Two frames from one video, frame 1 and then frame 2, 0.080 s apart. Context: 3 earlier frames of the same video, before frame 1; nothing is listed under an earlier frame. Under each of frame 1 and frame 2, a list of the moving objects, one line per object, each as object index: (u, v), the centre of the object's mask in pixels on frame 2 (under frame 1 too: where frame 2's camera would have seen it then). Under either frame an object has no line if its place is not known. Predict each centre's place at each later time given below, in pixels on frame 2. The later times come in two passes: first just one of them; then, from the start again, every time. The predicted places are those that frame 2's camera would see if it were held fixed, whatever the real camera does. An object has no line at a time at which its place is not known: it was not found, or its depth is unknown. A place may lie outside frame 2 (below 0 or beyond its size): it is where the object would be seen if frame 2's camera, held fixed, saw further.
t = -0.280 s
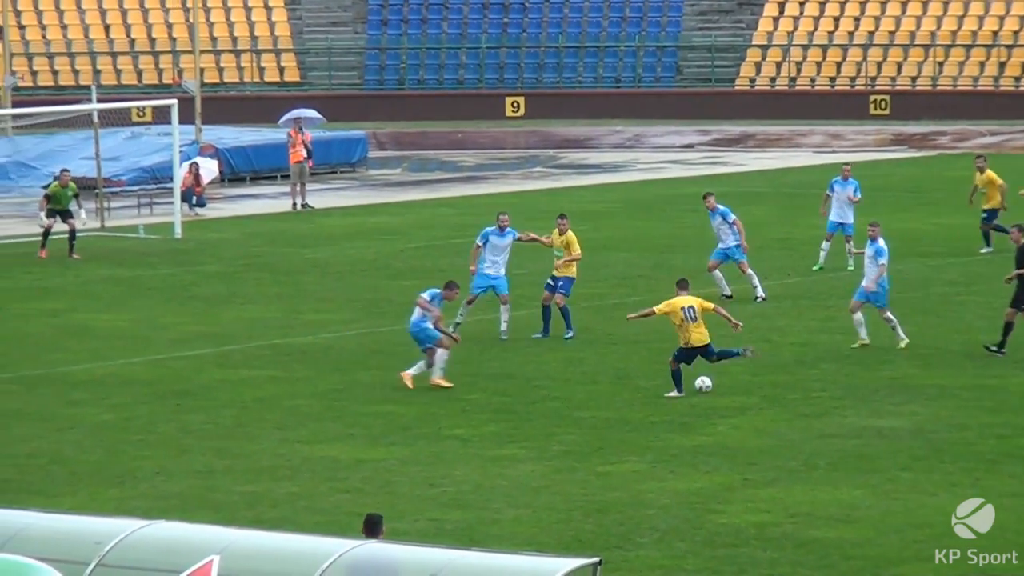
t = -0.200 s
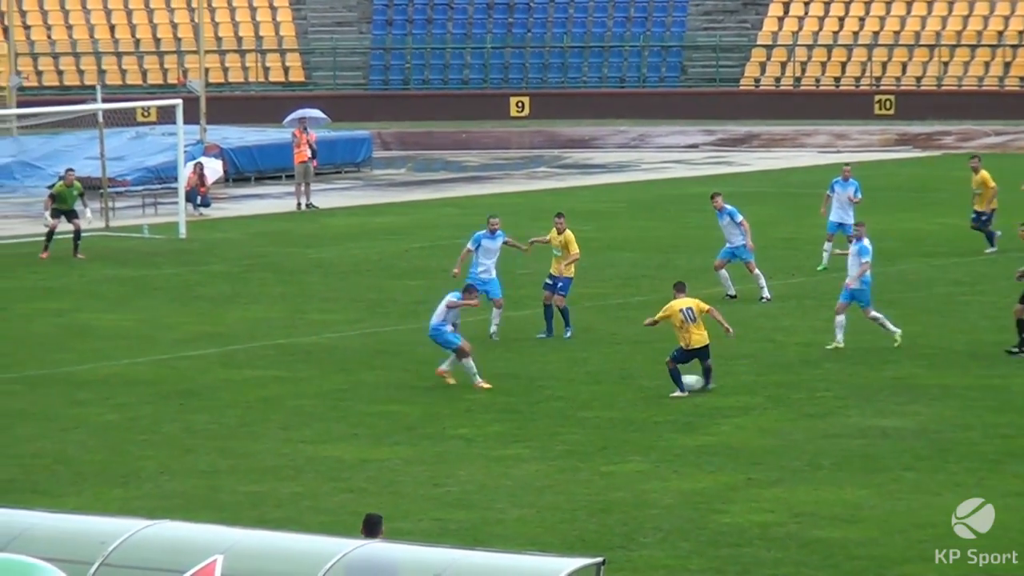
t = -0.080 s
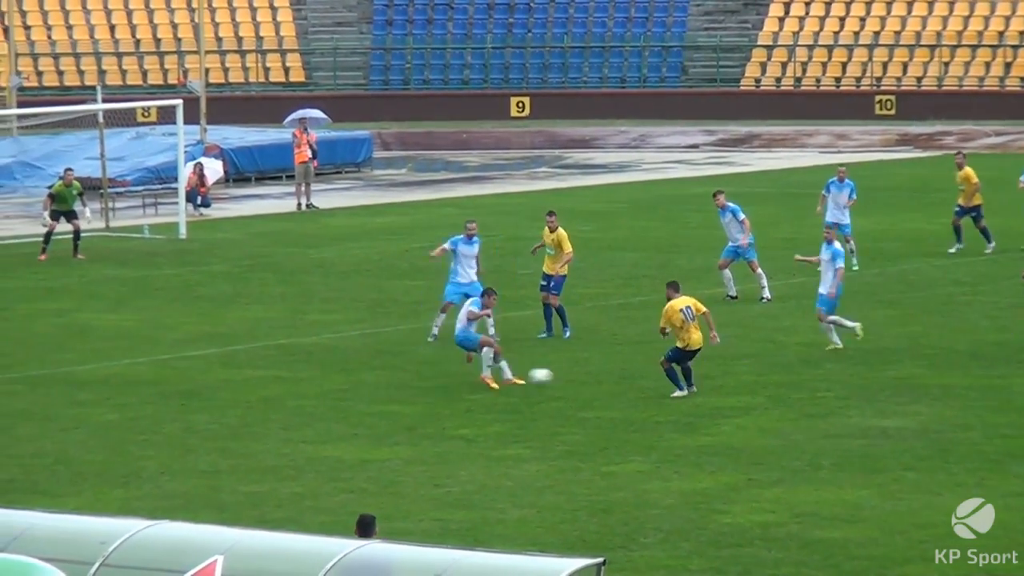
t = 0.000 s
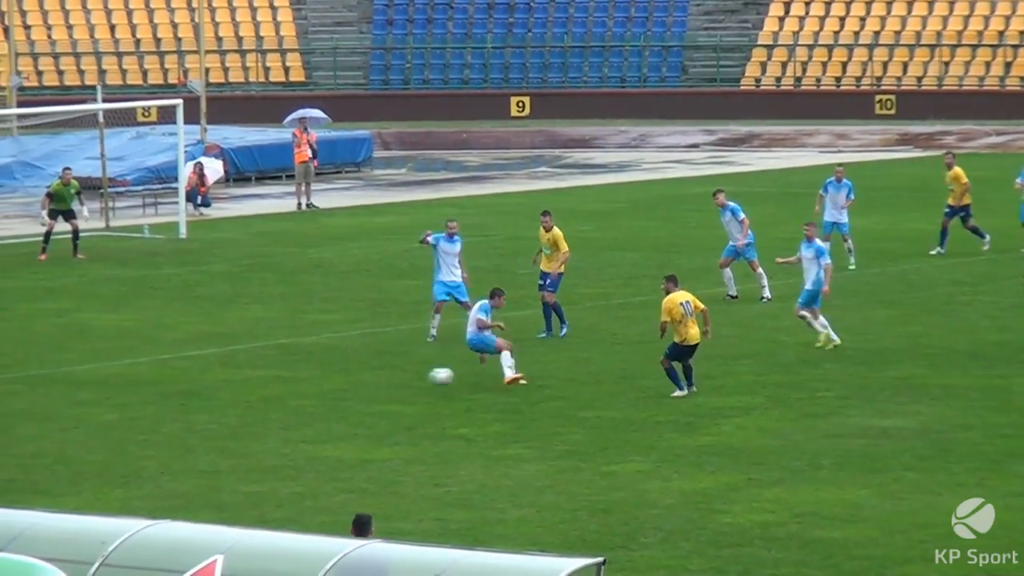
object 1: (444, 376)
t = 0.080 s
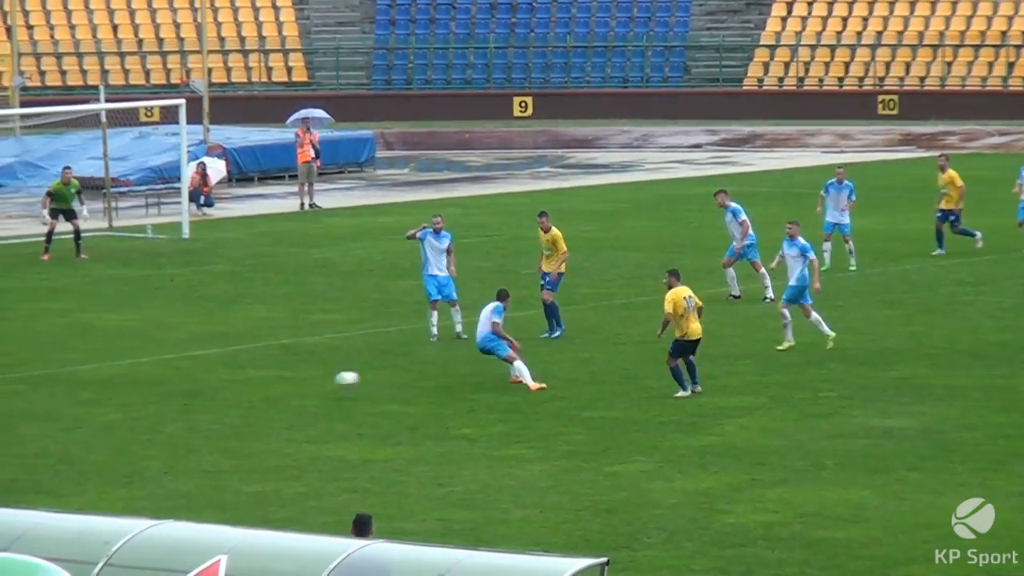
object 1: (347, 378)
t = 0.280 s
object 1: (112, 397)
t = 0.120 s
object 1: (300, 382)
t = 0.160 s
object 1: (252, 386)
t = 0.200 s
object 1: (204, 392)
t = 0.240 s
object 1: (157, 396)
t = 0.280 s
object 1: (112, 397)
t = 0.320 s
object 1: (67, 396)
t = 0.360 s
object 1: (22, 397)
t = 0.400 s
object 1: (-23, 398)
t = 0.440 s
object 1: (-69, 401)
